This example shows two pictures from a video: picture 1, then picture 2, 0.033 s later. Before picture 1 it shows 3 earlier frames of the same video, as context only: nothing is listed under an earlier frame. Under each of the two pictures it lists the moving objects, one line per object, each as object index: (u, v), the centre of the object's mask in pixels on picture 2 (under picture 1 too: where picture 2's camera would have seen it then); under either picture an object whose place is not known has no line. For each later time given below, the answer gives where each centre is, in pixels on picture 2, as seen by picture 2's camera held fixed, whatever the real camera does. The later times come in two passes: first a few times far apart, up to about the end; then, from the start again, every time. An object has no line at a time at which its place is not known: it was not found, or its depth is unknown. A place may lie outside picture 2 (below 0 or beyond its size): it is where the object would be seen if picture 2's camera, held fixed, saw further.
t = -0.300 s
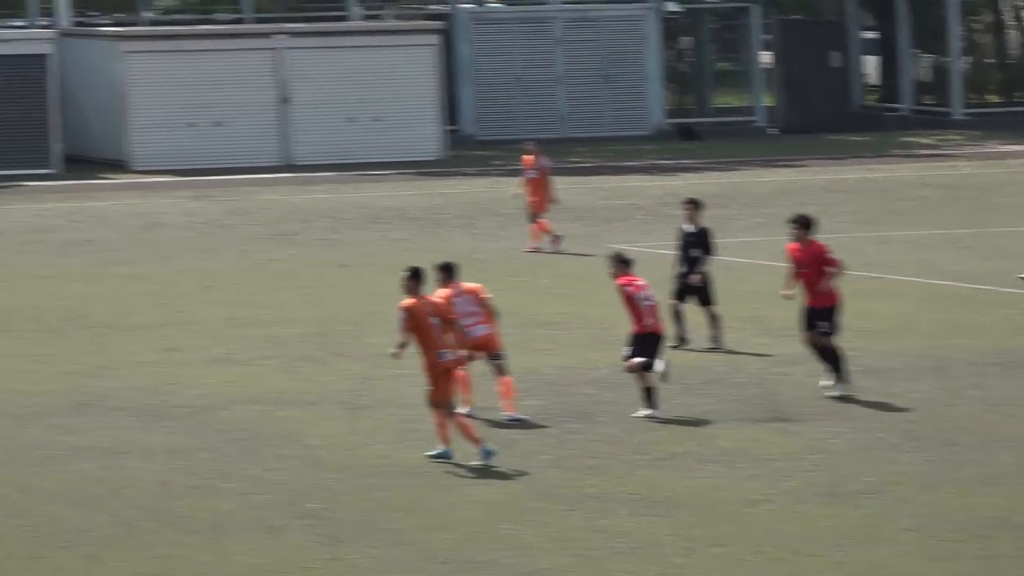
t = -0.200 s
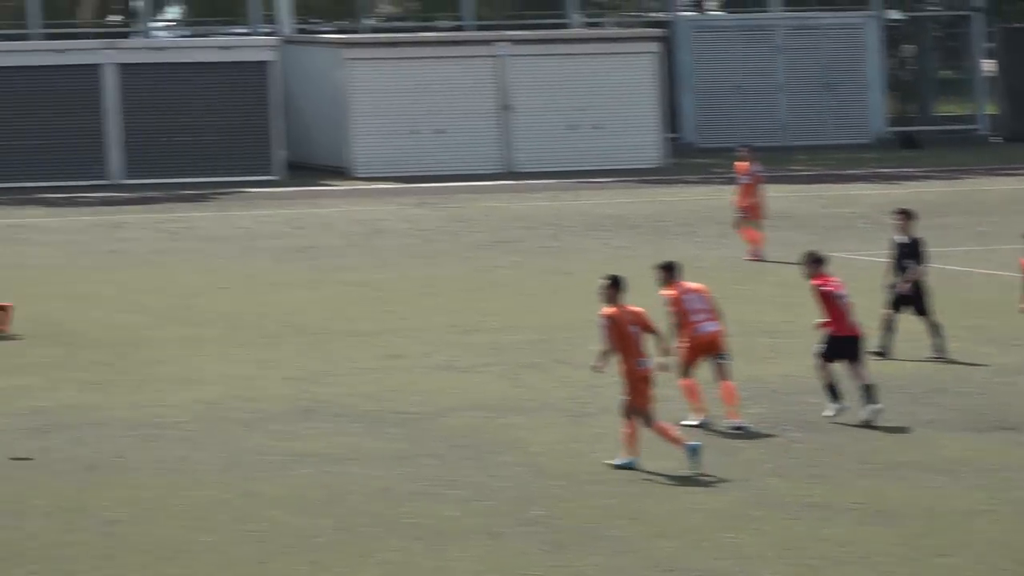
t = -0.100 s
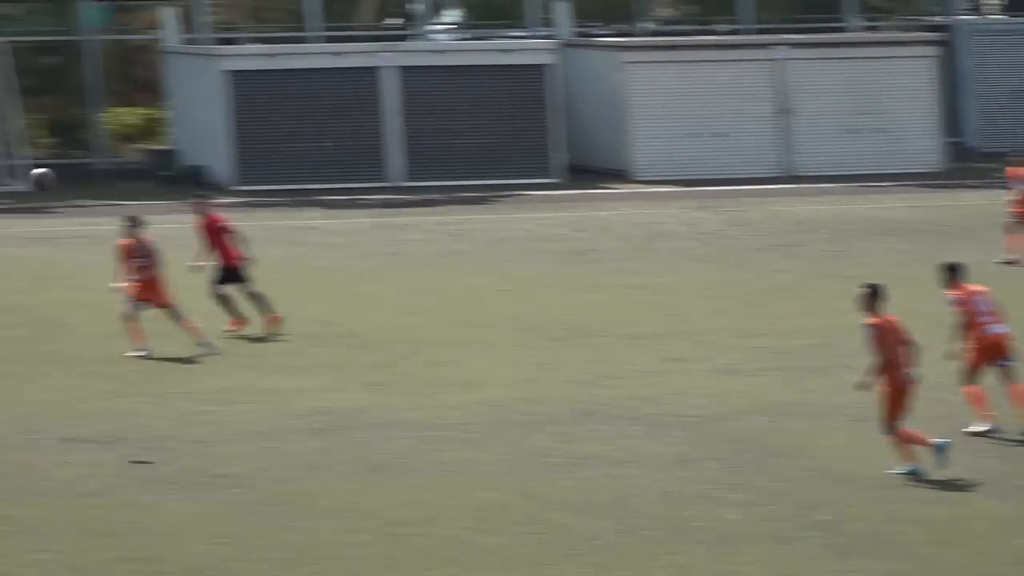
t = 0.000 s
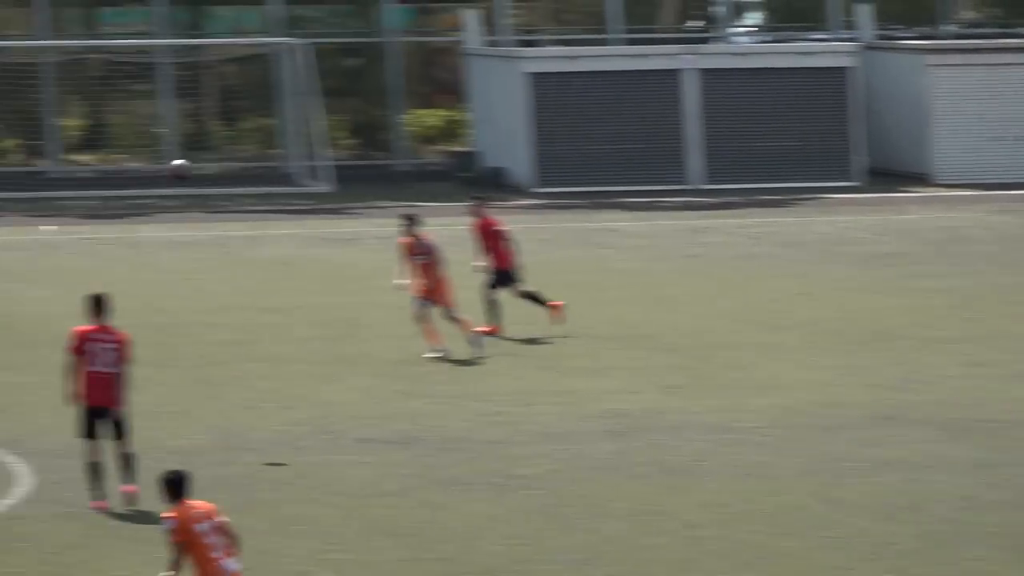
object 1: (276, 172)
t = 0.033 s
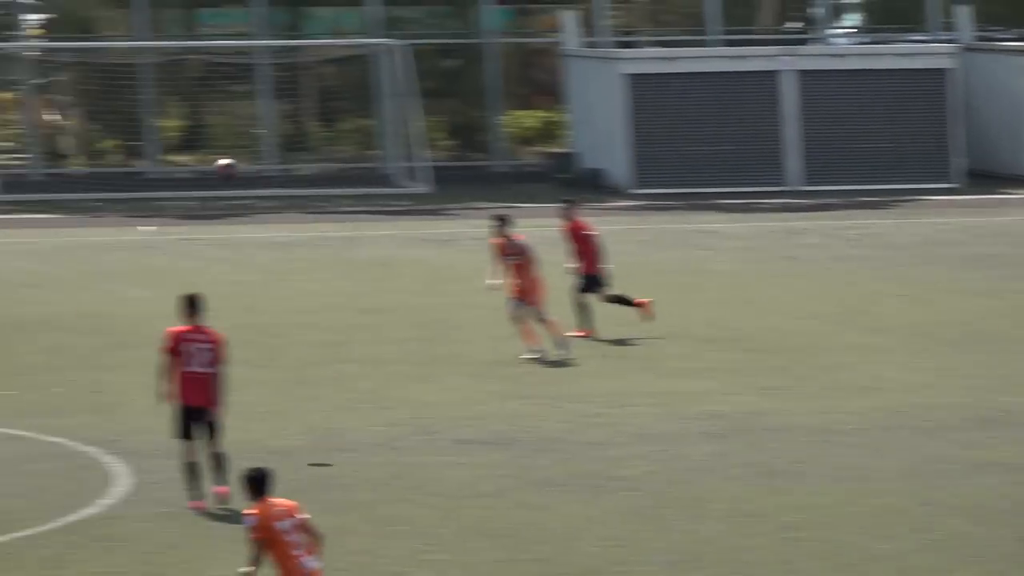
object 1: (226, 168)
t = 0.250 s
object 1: (-113, 175)
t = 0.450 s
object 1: (-480, 228)
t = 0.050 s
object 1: (199, 166)
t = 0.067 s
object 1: (173, 164)
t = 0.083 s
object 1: (149, 164)
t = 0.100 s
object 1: (125, 163)
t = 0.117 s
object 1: (99, 164)
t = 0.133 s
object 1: (74, 165)
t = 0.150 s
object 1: (50, 165)
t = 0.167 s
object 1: (23, 167)
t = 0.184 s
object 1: (-1, 169)
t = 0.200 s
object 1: (-27, 170)
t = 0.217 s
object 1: (-57, 169)
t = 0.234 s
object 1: (-83, 173)
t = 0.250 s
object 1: (-113, 175)
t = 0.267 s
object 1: (-142, 180)
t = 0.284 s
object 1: (-171, 183)
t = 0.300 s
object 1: (-203, 186)
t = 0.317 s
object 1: (-231, 190)
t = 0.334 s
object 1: (-262, 193)
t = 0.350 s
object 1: (-292, 197)
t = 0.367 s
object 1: (-322, 201)
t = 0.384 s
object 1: (-354, 206)
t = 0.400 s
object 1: (-385, 211)
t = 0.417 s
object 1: (-416, 216)
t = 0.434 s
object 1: (-446, 222)
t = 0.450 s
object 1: (-480, 228)
